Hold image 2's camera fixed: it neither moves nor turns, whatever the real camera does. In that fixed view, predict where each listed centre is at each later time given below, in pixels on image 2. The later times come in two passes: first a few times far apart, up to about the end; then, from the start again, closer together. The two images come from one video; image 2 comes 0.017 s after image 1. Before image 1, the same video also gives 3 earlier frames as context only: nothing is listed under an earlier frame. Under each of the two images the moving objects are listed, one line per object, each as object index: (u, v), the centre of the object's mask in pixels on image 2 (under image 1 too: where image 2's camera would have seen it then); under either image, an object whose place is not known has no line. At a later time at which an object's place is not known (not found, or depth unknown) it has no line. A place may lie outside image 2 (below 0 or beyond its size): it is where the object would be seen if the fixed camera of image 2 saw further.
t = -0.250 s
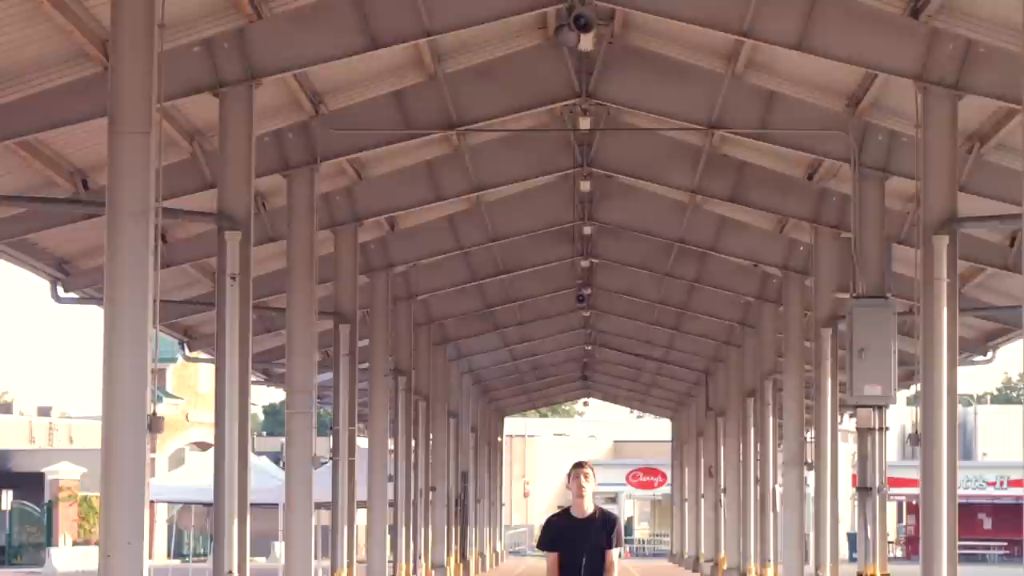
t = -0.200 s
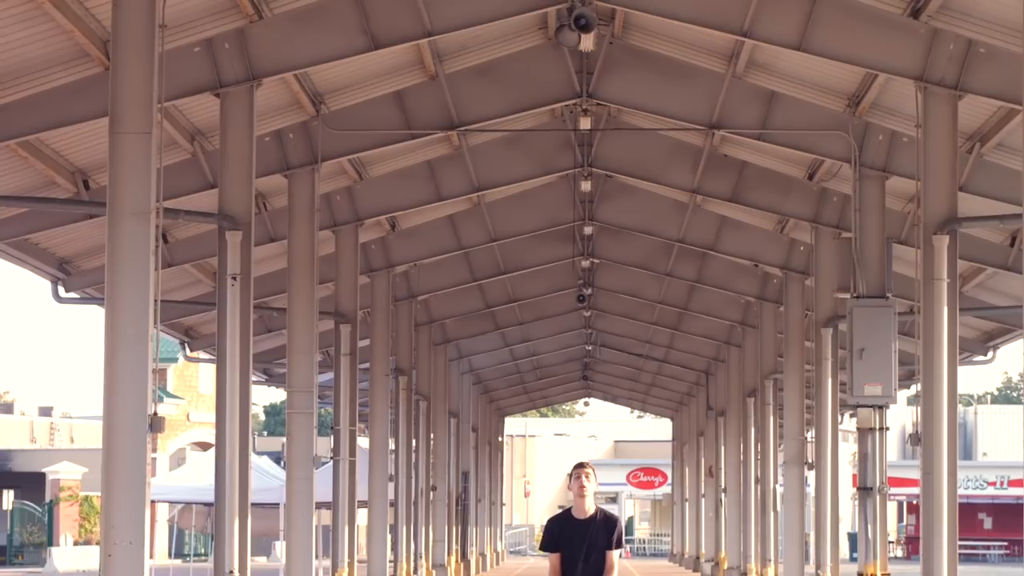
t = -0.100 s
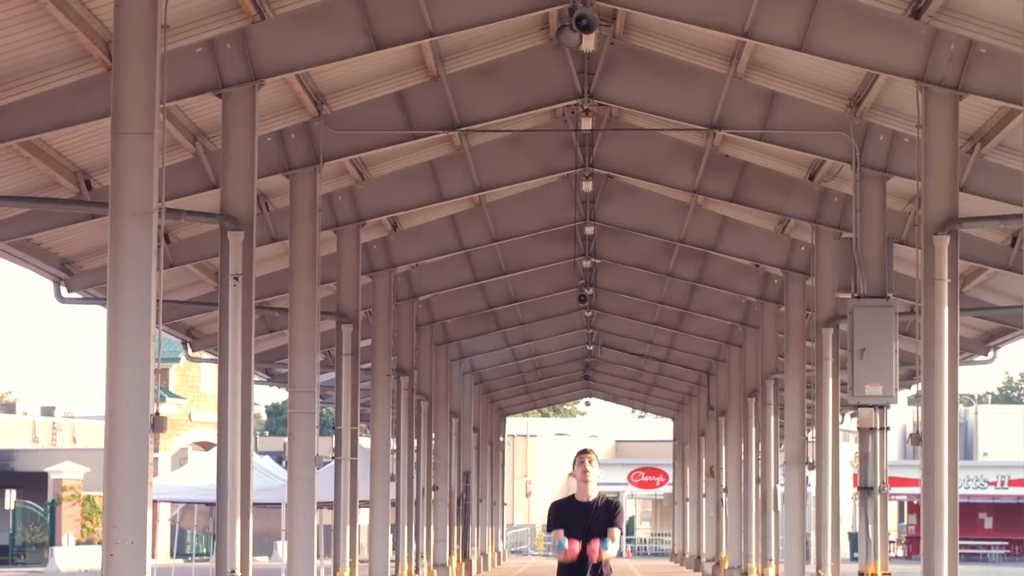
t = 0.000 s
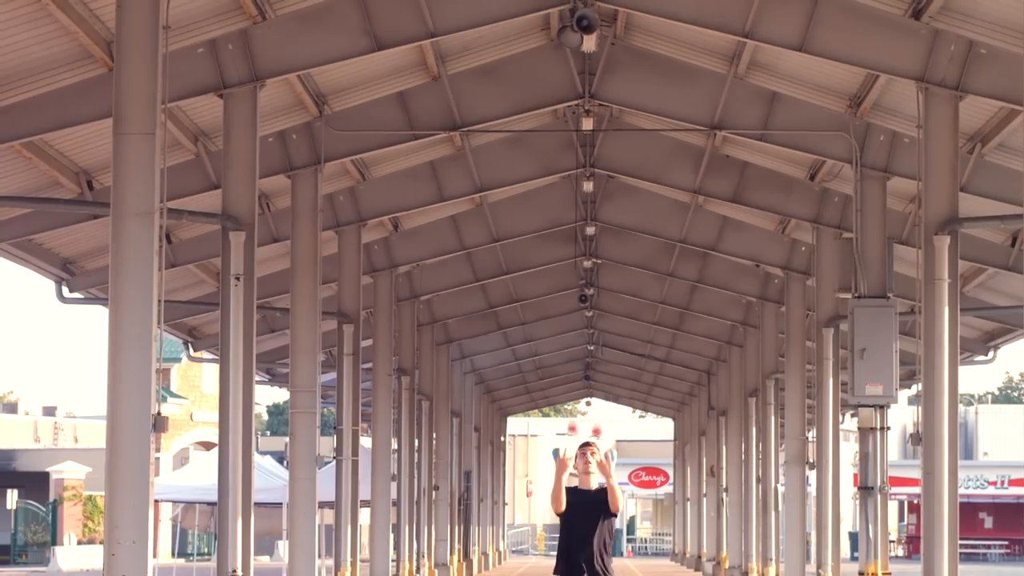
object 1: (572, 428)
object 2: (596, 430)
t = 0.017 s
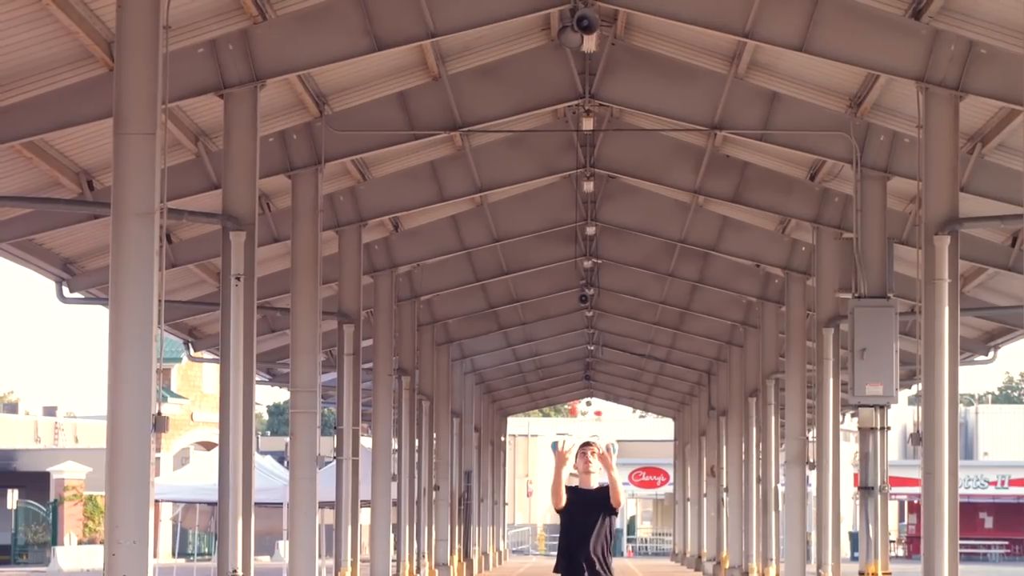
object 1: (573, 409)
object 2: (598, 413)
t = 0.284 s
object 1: (563, 179)
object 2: (612, 193)
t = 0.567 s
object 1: (550, 63)
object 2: (623, 85)
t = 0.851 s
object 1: (535, 84)
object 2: (633, 112)
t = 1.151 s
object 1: (520, 255)
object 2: (643, 293)
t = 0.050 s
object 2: (601, 378)
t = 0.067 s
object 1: (573, 358)
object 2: (601, 361)
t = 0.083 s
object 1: (572, 342)
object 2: (602, 346)
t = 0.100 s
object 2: (603, 330)
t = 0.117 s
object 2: (603, 316)
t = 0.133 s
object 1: (569, 296)
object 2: (604, 301)
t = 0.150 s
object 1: (568, 281)
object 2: (605, 288)
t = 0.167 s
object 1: (568, 267)
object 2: (606, 274)
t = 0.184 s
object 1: (567, 253)
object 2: (605, 262)
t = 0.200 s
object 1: (566, 239)
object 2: (607, 249)
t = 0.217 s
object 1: (565, 226)
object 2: (608, 237)
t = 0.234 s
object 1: (565, 213)
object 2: (609, 225)
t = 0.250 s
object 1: (564, 202)
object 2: (610, 214)
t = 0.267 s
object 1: (563, 190)
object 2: (611, 203)
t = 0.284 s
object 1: (563, 179)
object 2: (612, 193)
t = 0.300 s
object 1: (562, 168)
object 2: (612, 183)
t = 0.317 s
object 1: (562, 158)
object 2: (614, 173)
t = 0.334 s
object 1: (560, 149)
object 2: (614, 164)
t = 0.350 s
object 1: (560, 140)
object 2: (615, 155)
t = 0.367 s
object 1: (559, 131)
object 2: (616, 146)
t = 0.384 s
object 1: (559, 122)
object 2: (617, 139)
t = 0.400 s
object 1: (558, 115)
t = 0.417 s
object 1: (557, 108)
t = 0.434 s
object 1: (556, 100)
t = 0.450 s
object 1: (555, 94)
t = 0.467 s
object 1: (554, 89)
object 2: (619, 107)
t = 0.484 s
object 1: (554, 83)
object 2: (620, 102)
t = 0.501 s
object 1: (553, 78)
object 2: (621, 98)
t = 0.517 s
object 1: (552, 74)
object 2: (622, 93)
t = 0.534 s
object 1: (551, 70)
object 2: (622, 90)
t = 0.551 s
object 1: (550, 66)
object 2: (623, 87)
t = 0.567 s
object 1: (550, 63)
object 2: (623, 85)
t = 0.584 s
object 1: (549, 61)
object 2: (624, 82)
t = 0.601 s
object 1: (548, 59)
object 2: (625, 81)
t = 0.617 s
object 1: (547, 57)
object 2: (625, 80)
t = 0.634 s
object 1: (546, 56)
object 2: (626, 79)
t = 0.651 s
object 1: (545, 55)
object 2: (626, 79)
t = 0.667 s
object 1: (545, 55)
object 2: (627, 79)
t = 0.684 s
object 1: (544, 55)
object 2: (628, 80)
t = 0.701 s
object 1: (543, 57)
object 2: (628, 81)
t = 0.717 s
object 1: (542, 57)
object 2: (629, 82)
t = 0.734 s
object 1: (542, 59)
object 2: (629, 84)
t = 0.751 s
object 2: (630, 87)
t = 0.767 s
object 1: (540, 64)
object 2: (631, 90)
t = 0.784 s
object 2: (631, 93)
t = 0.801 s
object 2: (632, 97)
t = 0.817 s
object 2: (633, 102)
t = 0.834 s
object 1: (536, 79)
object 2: (633, 107)
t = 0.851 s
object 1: (535, 84)
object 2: (633, 112)
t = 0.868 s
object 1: (534, 89)
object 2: (634, 119)
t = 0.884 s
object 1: (533, 95)
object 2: (635, 125)
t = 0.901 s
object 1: (533, 101)
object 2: (636, 133)
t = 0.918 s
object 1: (531, 108)
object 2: (636, 140)
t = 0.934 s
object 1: (531, 115)
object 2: (637, 148)
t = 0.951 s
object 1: (529, 123)
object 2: (638, 156)
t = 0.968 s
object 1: (529, 131)
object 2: (638, 165)
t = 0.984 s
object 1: (528, 140)
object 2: (639, 173)
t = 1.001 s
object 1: (528, 150)
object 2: (639, 183)
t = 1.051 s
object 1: (524, 180)
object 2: (640, 215)
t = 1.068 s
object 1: (524, 191)
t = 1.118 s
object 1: (522, 229)
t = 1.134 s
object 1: (521, 242)
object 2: (643, 280)
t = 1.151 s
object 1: (520, 255)
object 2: (643, 293)
